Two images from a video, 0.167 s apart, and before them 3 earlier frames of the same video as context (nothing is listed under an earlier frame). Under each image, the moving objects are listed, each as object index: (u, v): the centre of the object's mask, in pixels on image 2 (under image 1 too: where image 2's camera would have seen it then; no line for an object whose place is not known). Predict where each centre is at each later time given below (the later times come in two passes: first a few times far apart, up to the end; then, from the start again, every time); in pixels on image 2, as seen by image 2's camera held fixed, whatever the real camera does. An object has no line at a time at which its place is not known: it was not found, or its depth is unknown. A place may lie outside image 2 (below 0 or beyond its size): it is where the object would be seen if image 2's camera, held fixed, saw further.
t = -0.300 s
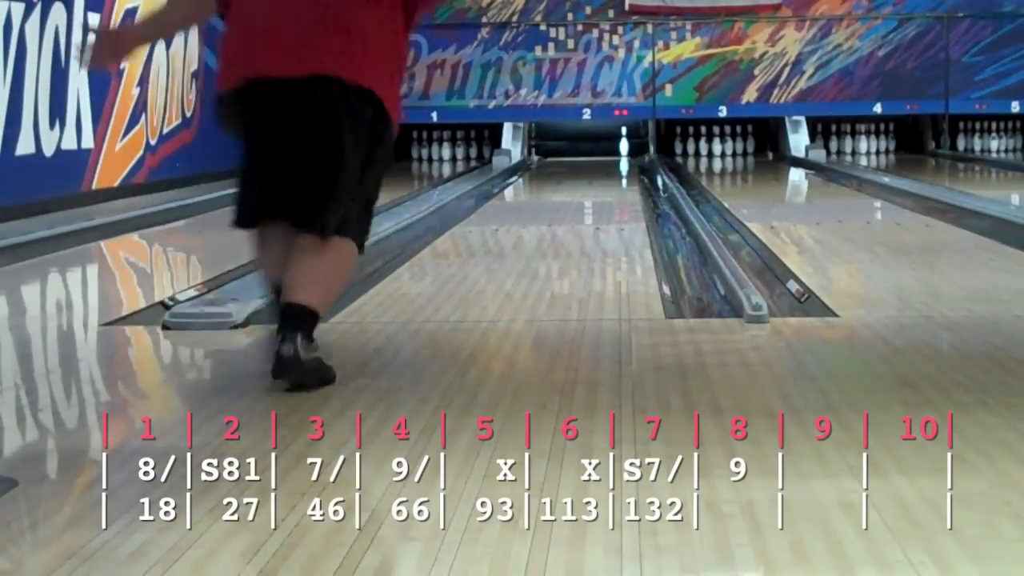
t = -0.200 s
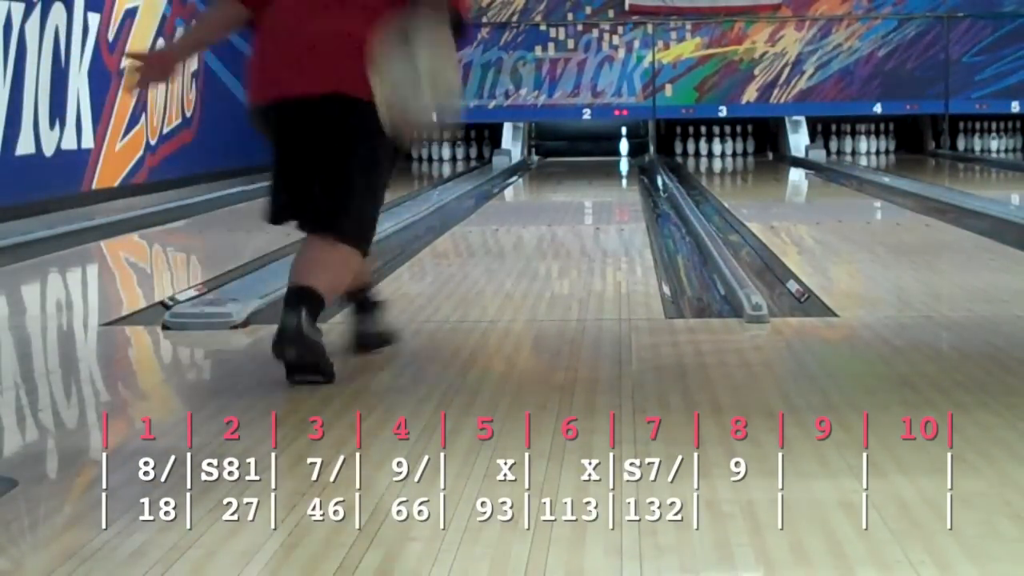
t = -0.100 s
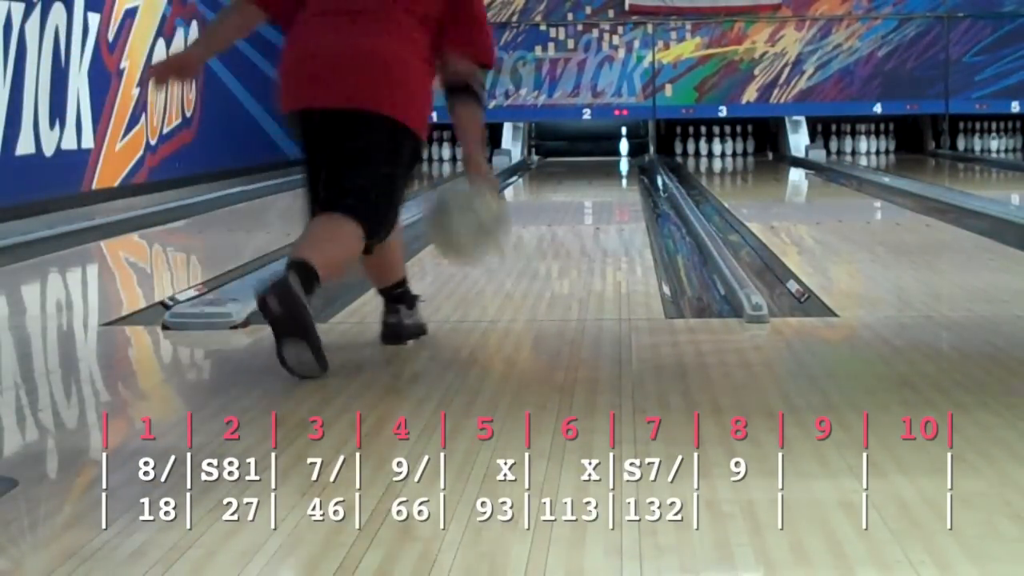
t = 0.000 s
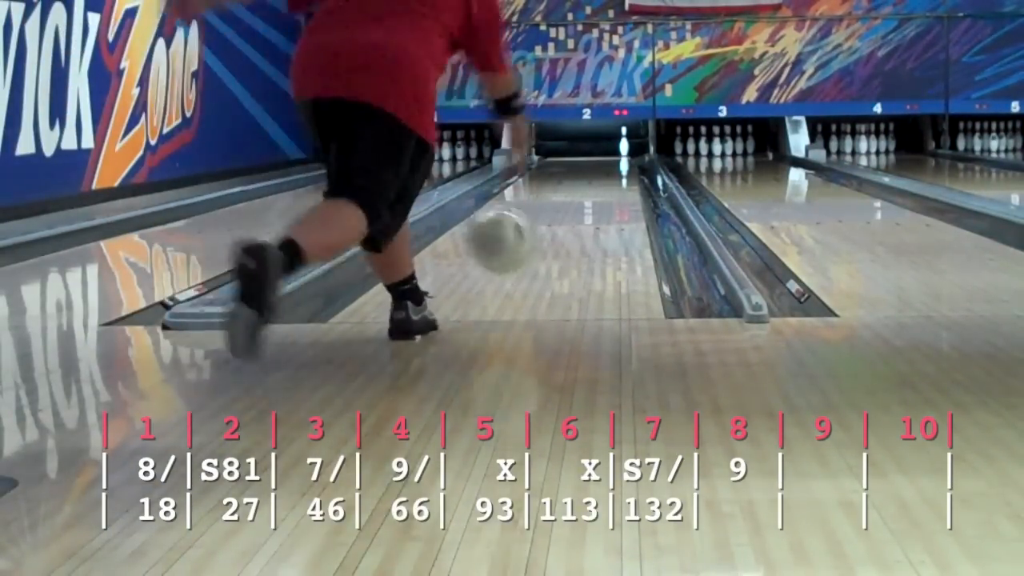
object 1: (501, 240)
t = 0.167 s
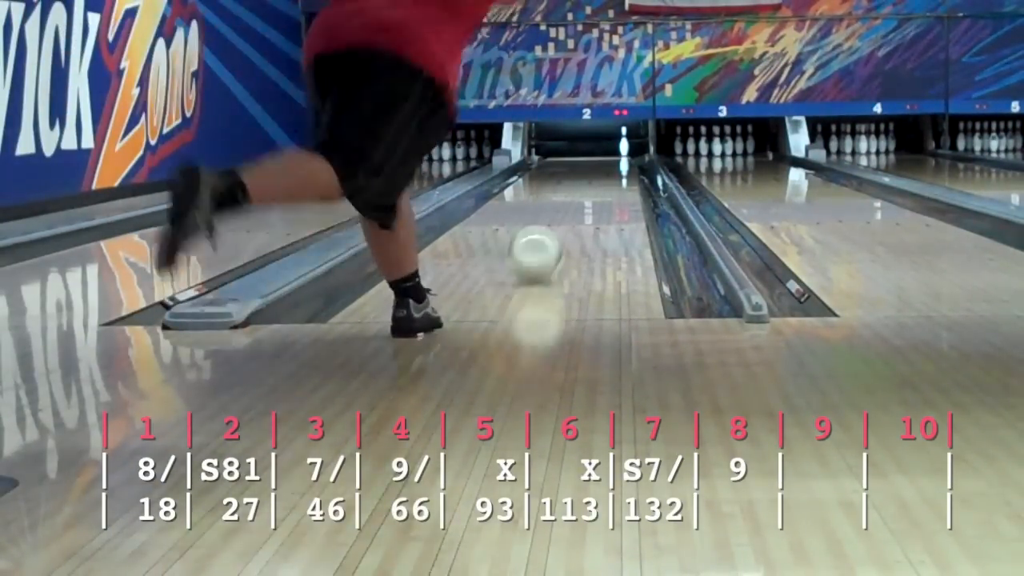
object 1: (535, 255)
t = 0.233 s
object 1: (545, 244)
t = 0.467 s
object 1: (573, 217)
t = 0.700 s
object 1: (590, 200)
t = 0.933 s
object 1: (603, 187)
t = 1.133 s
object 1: (611, 178)
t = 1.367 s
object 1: (616, 170)
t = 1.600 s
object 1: (622, 164)
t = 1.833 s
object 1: (624, 159)
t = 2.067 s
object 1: (626, 155)
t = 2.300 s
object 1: (626, 152)
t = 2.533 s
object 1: (625, 149)
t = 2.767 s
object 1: (625, 153)
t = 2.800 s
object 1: (626, 155)
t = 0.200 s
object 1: (540, 250)
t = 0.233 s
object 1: (545, 244)
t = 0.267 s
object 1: (549, 240)
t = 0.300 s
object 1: (553, 235)
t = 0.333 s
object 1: (558, 232)
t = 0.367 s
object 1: (562, 228)
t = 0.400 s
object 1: (566, 225)
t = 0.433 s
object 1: (571, 220)
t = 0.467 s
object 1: (573, 217)
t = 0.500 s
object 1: (576, 215)
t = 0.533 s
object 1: (579, 212)
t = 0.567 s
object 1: (581, 209)
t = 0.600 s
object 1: (583, 205)
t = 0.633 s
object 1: (585, 203)
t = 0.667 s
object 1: (587, 202)
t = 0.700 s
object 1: (590, 200)
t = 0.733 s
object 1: (592, 198)
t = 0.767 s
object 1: (594, 196)
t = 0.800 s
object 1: (597, 194)
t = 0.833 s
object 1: (598, 192)
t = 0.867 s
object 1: (600, 191)
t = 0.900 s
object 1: (602, 188)
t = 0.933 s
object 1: (603, 187)
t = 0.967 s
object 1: (604, 184)
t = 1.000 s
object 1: (605, 183)
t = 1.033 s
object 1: (606, 182)
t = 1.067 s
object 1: (608, 180)
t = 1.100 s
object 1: (609, 179)
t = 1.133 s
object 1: (611, 178)
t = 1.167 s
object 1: (612, 177)
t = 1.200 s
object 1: (612, 176)
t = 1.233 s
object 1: (613, 174)
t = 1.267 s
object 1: (614, 173)
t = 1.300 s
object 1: (615, 172)
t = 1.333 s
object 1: (615, 171)
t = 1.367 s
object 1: (616, 170)
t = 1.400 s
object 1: (617, 169)
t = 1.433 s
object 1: (618, 169)
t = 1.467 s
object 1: (619, 168)
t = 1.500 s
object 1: (620, 167)
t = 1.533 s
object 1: (621, 166)
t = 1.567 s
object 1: (622, 165)
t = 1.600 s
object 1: (622, 164)
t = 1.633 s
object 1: (622, 163)
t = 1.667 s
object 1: (622, 162)
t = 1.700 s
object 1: (623, 161)
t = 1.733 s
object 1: (623, 161)
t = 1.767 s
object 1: (623, 161)
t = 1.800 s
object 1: (624, 160)
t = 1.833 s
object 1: (624, 159)
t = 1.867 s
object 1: (625, 159)
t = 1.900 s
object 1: (625, 158)
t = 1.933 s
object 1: (625, 157)
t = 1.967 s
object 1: (625, 157)
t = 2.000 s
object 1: (625, 156)
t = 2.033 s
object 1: (626, 156)
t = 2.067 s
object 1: (626, 155)
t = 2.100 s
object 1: (626, 154)
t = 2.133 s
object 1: (626, 154)
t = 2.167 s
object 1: (626, 153)
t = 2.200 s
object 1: (626, 153)
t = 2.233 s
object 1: (626, 153)
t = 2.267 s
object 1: (626, 152)
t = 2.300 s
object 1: (626, 152)
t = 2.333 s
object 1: (626, 151)
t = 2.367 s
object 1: (626, 151)
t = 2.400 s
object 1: (626, 150)
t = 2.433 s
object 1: (625, 149)
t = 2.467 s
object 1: (625, 149)
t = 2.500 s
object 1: (625, 149)
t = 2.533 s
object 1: (625, 149)
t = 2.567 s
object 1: (625, 148)
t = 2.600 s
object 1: (624, 148)
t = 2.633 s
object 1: (624, 147)
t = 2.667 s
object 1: (623, 146)
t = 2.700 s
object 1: (623, 149)
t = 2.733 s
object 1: (624, 150)
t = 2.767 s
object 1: (625, 153)
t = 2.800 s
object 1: (626, 155)
